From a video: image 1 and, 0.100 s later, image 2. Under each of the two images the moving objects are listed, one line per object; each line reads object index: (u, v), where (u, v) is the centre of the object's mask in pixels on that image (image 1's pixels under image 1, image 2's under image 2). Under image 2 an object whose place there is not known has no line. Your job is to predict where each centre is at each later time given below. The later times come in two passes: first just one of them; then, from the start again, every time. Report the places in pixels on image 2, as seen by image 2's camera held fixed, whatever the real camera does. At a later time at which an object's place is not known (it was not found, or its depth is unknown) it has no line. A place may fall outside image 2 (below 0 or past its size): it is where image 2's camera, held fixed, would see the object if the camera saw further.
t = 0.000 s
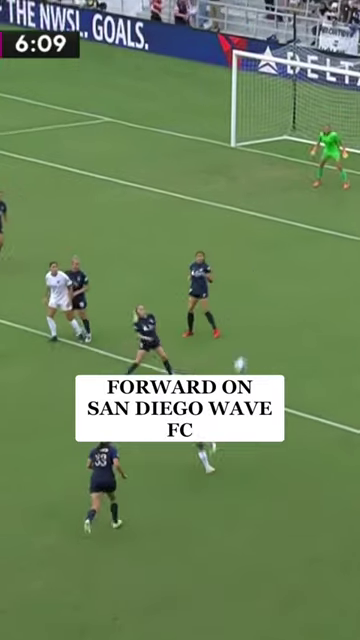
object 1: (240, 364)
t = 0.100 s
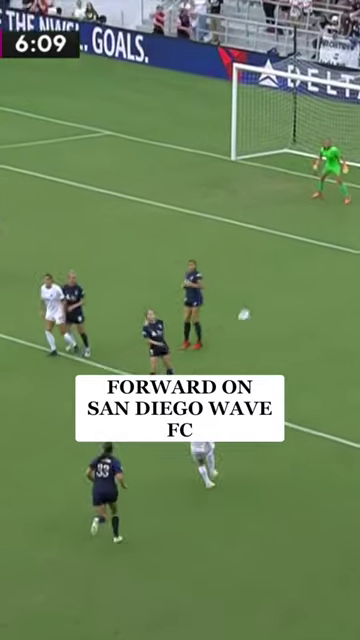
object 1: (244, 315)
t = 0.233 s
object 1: (243, 246)
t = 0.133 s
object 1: (245, 296)
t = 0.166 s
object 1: (244, 278)
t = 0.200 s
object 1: (244, 262)
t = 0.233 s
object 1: (243, 246)
